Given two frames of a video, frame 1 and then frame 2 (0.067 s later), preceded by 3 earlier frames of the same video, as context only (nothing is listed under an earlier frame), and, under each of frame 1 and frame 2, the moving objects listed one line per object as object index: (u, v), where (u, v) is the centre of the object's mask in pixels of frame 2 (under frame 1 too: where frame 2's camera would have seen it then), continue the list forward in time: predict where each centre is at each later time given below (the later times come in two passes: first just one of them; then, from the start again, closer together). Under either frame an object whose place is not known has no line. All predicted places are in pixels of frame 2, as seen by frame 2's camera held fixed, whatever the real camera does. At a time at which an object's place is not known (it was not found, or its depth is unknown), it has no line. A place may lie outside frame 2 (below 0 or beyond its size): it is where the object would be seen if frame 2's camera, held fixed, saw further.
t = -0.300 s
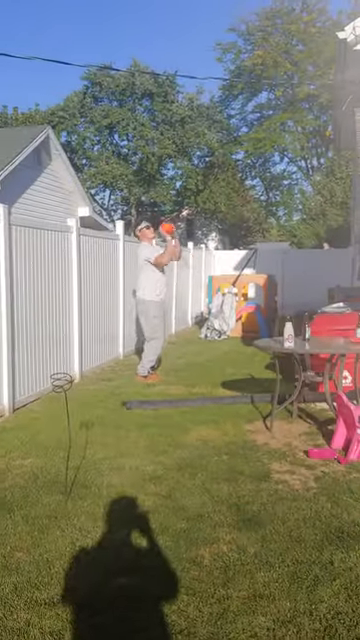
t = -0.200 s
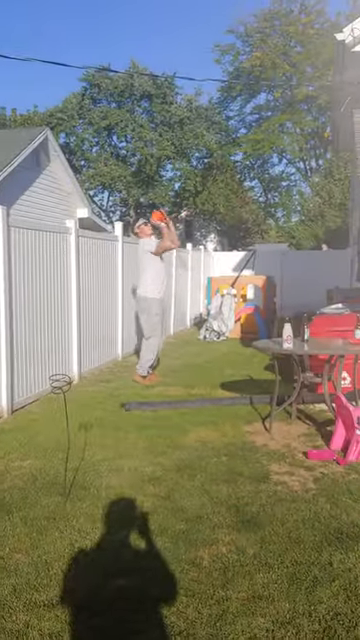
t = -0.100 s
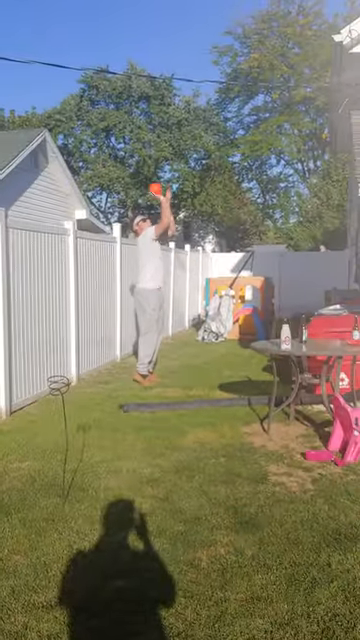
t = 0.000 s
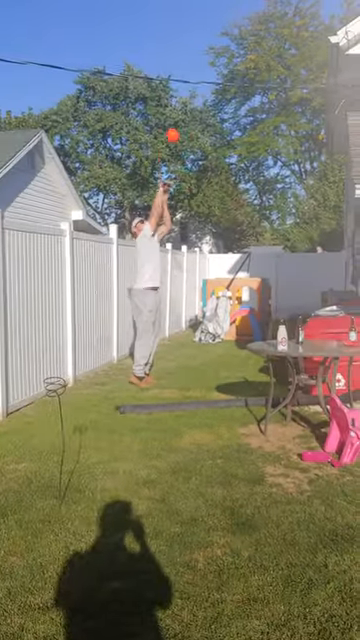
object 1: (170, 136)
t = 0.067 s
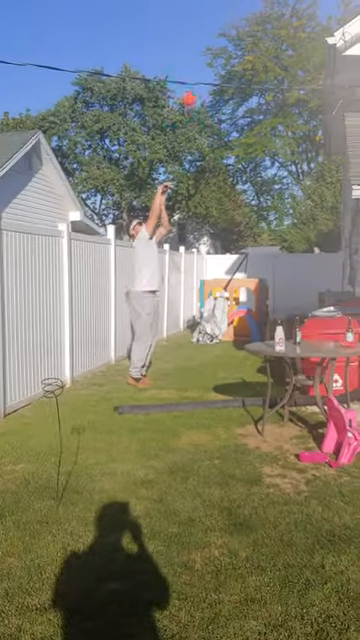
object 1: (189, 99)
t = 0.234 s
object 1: (241, 19)
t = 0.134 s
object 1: (209, 64)
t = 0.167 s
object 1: (219, 48)
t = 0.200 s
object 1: (230, 33)
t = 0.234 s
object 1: (241, 19)
